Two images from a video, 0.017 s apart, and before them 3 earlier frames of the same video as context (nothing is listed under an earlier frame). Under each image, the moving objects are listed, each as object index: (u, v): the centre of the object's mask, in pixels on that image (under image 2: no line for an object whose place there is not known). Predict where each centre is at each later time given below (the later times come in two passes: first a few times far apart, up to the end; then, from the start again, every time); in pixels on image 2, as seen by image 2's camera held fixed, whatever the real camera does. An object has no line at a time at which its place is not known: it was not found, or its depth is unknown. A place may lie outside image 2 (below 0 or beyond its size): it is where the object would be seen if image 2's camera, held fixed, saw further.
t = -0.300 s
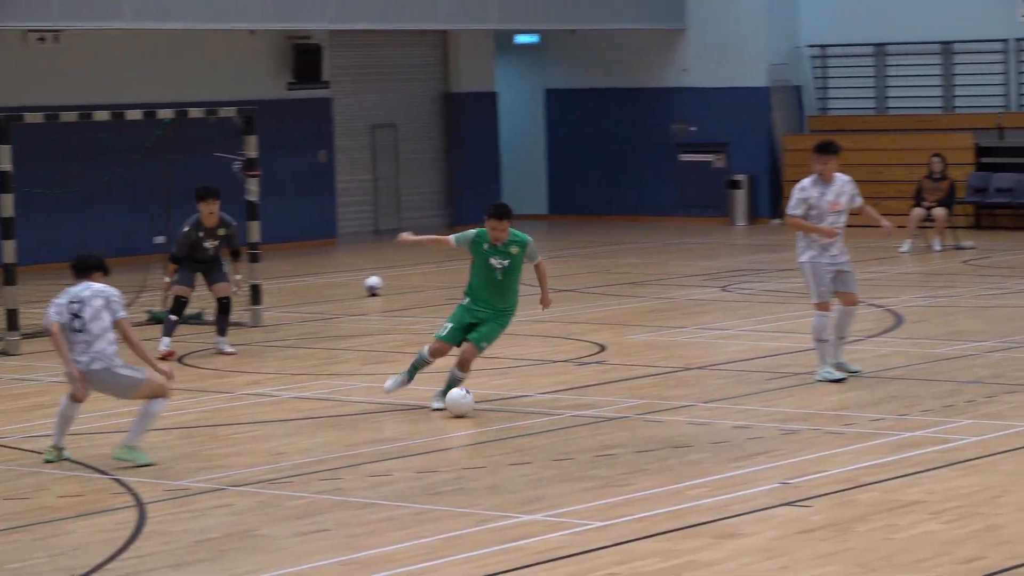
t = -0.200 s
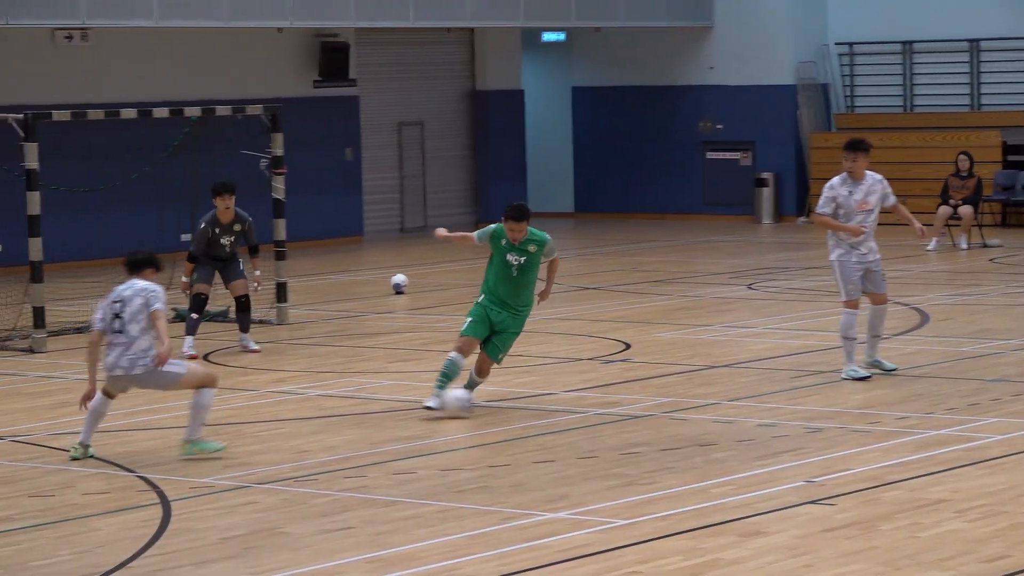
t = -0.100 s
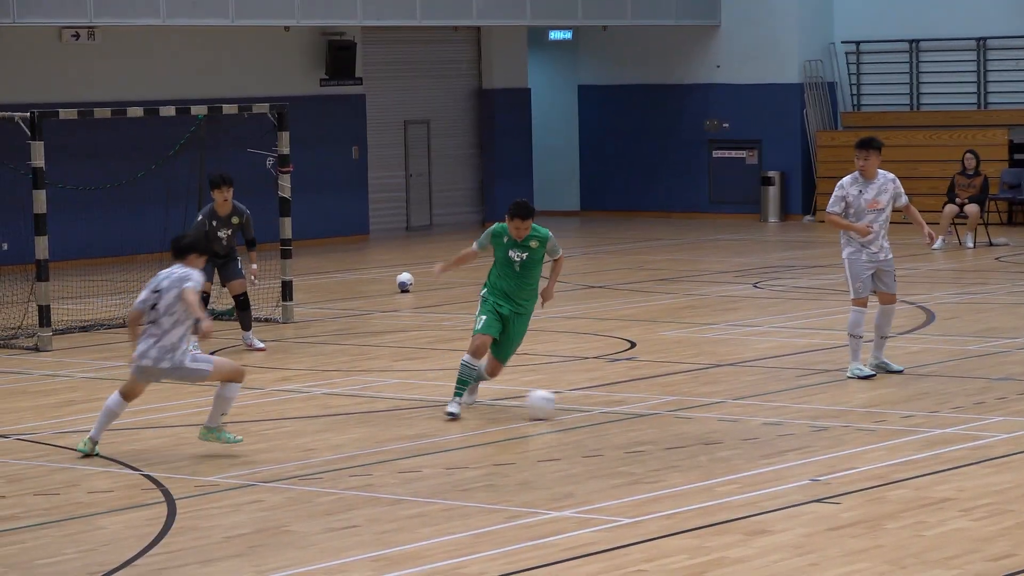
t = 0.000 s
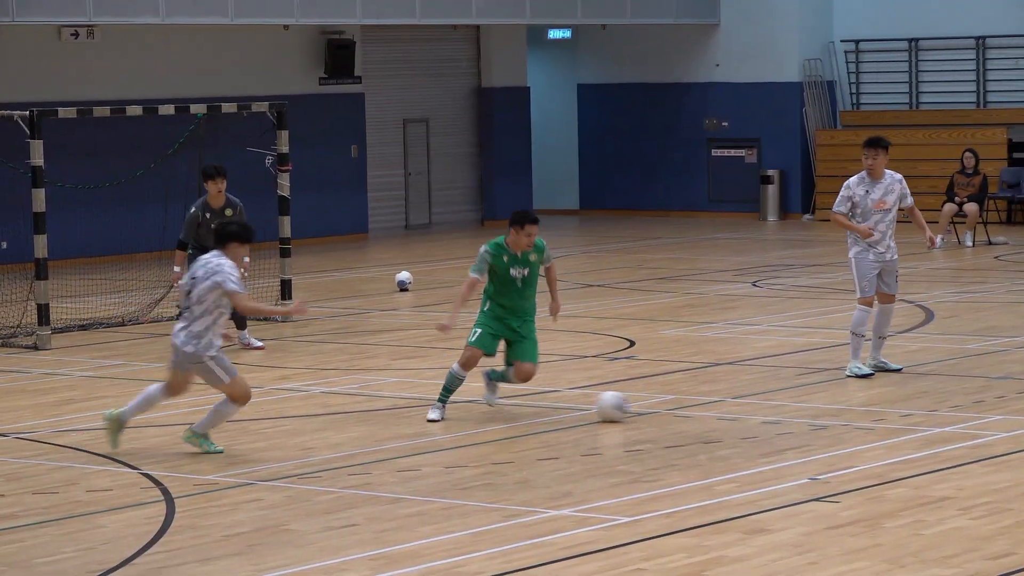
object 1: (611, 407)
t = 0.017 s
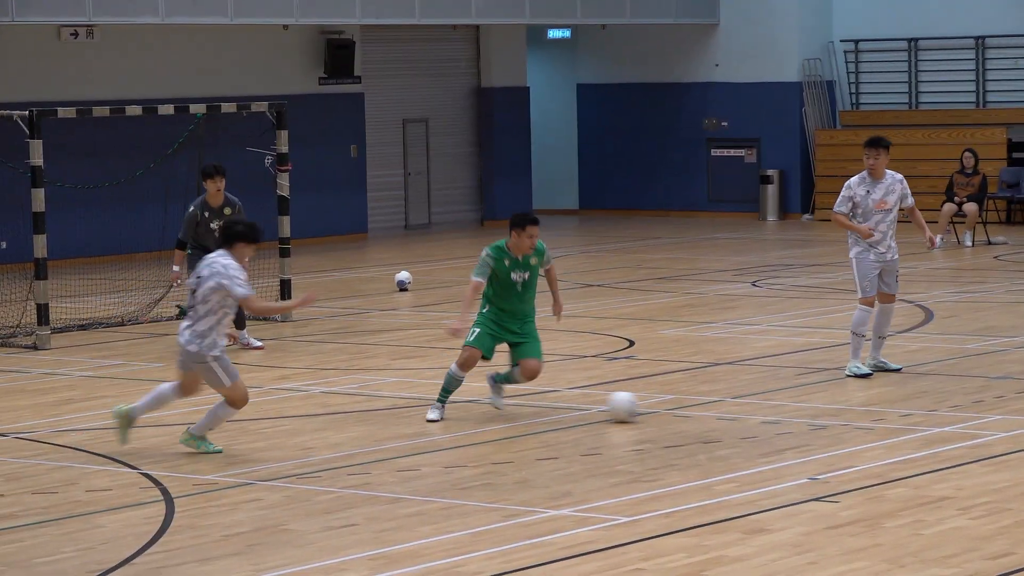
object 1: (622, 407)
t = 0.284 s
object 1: (786, 415)
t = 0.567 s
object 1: (958, 424)
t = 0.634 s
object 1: (999, 426)
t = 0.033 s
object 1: (634, 408)
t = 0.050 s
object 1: (645, 408)
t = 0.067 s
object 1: (656, 409)
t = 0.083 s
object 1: (667, 409)
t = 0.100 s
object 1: (677, 410)
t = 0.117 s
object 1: (688, 411)
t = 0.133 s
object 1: (697, 411)
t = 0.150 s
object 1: (707, 411)
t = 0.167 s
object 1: (718, 412)
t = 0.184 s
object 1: (728, 413)
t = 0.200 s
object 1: (737, 413)
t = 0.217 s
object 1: (747, 414)
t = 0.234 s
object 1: (756, 414)
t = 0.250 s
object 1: (766, 415)
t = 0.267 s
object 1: (776, 415)
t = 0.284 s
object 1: (786, 415)
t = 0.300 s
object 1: (796, 416)
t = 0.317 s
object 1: (806, 417)
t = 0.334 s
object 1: (816, 417)
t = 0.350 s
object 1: (826, 417)
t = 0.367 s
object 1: (836, 418)
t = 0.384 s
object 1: (846, 418)
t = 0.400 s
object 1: (855, 419)
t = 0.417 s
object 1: (865, 419)
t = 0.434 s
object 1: (876, 420)
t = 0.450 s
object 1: (886, 421)
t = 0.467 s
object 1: (897, 421)
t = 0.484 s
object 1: (906, 421)
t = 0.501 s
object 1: (917, 422)
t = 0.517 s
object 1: (927, 422)
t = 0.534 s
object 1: (937, 423)
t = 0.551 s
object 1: (947, 424)
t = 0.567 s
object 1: (958, 424)
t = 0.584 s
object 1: (968, 425)
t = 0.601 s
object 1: (978, 425)
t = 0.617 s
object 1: (988, 426)
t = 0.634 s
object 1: (999, 426)
